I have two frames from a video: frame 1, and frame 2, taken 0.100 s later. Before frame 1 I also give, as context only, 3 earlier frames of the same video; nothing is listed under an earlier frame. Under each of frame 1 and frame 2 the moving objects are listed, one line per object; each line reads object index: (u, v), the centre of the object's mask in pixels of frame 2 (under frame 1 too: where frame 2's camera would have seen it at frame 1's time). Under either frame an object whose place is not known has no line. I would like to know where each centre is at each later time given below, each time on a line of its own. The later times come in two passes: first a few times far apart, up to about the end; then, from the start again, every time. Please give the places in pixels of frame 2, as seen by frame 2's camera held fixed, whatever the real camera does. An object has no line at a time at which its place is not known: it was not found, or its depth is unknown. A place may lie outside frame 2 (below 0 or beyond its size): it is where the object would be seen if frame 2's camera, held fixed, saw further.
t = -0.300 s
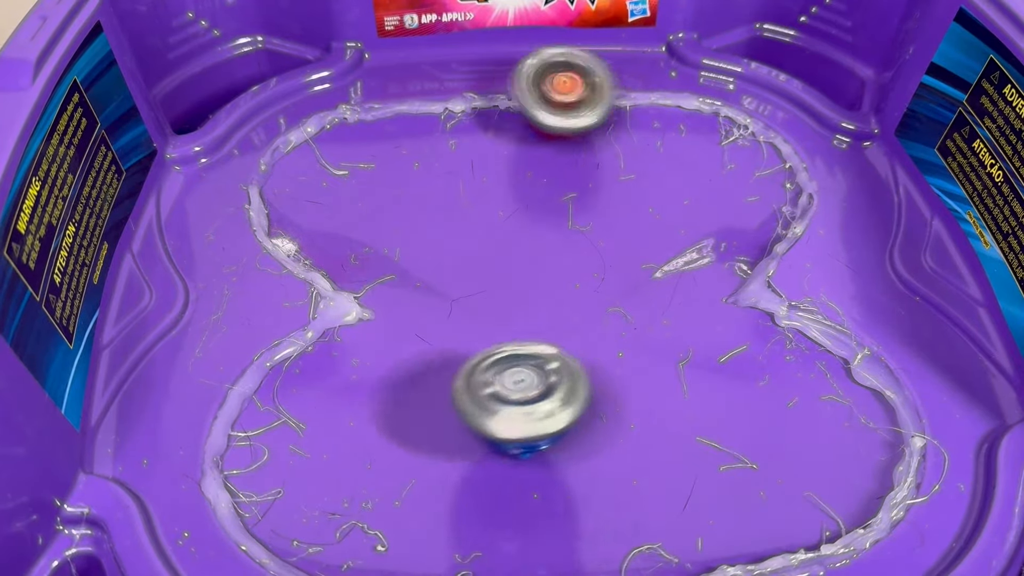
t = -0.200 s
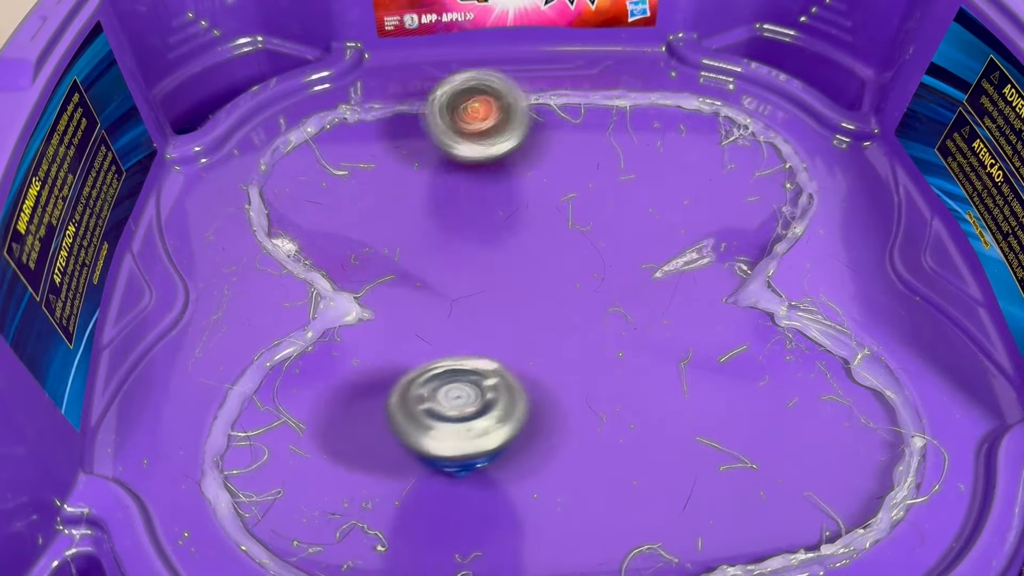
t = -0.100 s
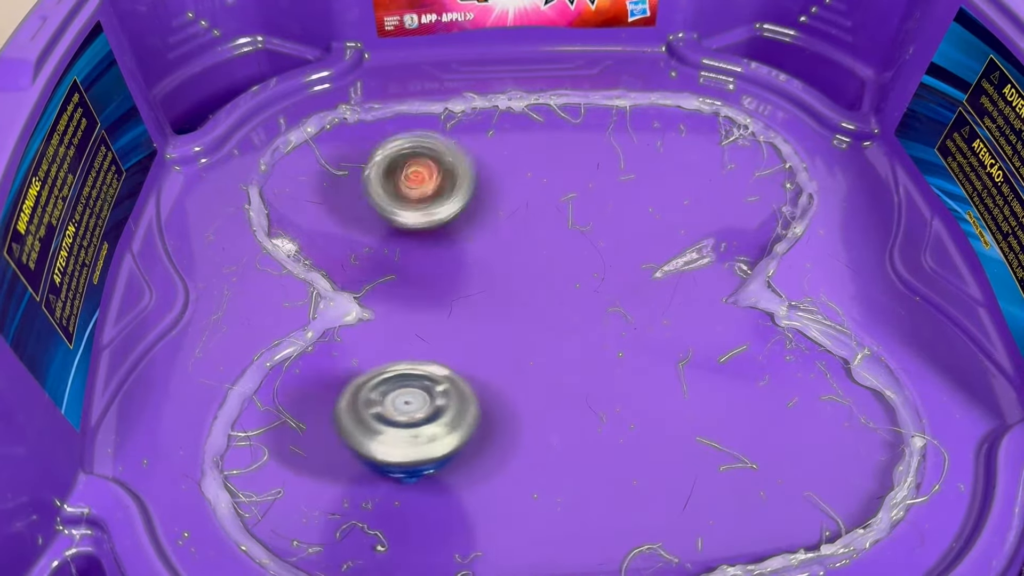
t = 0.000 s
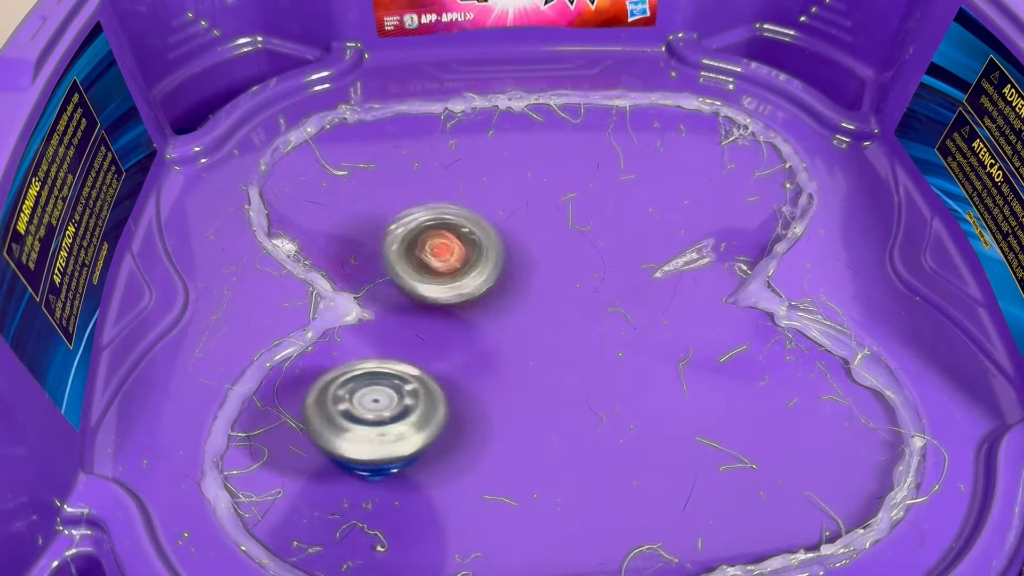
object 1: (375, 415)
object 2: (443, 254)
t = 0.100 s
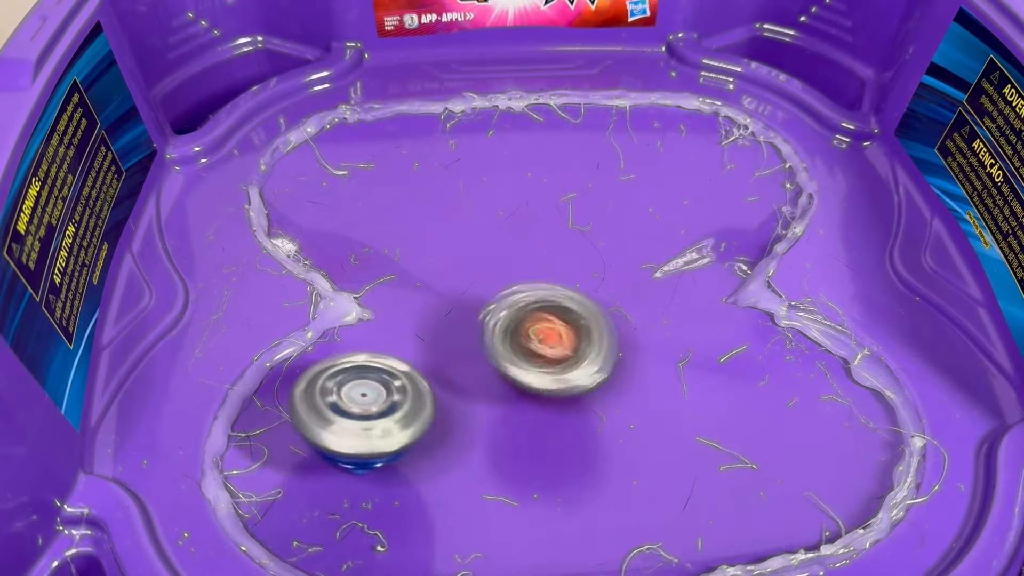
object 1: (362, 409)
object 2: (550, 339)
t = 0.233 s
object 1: (376, 403)
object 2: (773, 381)
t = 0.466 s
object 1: (433, 366)
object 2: (667, 292)
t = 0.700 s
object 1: (251, 422)
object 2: (708, 222)
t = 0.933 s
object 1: (554, 406)
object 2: (678, 95)
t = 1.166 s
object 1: (603, 210)
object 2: (439, 241)
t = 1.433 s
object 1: (526, 95)
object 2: (504, 503)
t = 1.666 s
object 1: (426, 158)
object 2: (775, 389)
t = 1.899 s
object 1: (468, 240)
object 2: (581, 207)
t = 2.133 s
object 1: (312, 507)
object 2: (685, 84)
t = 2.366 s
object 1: (767, 361)
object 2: (664, 213)
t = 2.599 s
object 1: (789, 441)
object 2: (514, 175)
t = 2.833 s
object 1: (731, 416)
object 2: (320, 135)
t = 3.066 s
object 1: (616, 297)
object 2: (362, 207)
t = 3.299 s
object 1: (457, 270)
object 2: (518, 150)
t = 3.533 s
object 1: (444, 293)
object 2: (591, 157)
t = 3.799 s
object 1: (532, 333)
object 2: (726, 192)
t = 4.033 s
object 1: (615, 259)
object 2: (659, 170)
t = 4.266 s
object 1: (611, 284)
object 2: (525, 167)
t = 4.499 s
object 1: (593, 325)
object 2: (456, 268)
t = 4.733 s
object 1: (697, 360)
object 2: (441, 404)
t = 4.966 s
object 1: (692, 355)
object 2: (407, 428)
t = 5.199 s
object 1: (619, 336)
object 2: (407, 355)
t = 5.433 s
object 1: (805, 356)
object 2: (370, 278)
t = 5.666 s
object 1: (842, 370)
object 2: (525, 352)
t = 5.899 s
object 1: (752, 435)
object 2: (600, 319)
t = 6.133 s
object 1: (703, 428)
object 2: (540, 293)
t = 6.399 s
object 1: (548, 347)
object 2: (472, 250)
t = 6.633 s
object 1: (262, 452)
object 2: (605, 111)
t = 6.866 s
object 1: (204, 402)
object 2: (678, 194)
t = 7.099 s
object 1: (321, 360)
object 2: (603, 288)
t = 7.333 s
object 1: (557, 417)
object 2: (586, 291)
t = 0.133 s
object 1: (362, 407)
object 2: (597, 360)
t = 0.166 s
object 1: (365, 406)
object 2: (653, 375)
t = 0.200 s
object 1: (369, 405)
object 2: (714, 383)
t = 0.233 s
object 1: (376, 403)
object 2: (773, 381)
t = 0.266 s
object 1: (384, 401)
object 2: (821, 369)
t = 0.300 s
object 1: (394, 399)
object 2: (857, 349)
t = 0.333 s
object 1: (401, 395)
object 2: (852, 333)
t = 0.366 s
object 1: (411, 390)
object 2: (810, 319)
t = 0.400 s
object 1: (420, 383)
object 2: (764, 306)
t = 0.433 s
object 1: (426, 375)
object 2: (714, 296)
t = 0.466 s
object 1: (433, 366)
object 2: (667, 292)
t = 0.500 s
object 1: (439, 358)
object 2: (625, 289)
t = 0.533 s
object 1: (444, 350)
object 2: (588, 287)
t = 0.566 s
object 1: (445, 342)
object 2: (559, 288)
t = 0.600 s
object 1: (362, 354)
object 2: (603, 272)
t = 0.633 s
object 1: (277, 365)
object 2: (647, 255)
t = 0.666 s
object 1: (242, 383)
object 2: (683, 239)
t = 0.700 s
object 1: (251, 422)
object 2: (708, 222)
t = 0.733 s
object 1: (280, 470)
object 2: (731, 203)
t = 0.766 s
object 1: (337, 490)
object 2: (752, 184)
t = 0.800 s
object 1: (394, 491)
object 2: (767, 159)
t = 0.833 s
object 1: (445, 480)
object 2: (766, 133)
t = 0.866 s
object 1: (488, 461)
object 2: (747, 113)
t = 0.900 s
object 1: (525, 435)
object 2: (715, 99)
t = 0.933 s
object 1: (554, 406)
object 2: (678, 95)
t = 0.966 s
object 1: (576, 376)
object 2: (639, 100)
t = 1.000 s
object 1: (591, 347)
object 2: (601, 112)
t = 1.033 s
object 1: (601, 317)
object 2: (562, 132)
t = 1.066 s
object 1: (606, 289)
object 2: (525, 155)
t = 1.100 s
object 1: (608, 263)
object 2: (489, 183)
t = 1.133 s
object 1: (606, 236)
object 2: (461, 212)
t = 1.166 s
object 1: (603, 210)
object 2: (439, 241)
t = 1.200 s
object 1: (599, 187)
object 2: (428, 269)
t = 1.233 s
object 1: (592, 165)
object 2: (425, 304)
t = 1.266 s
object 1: (584, 147)
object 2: (423, 346)
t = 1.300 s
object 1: (575, 130)
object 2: (420, 387)
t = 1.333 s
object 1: (564, 115)
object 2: (425, 425)
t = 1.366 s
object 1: (553, 105)
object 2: (439, 456)
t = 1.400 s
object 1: (541, 98)
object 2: (467, 483)
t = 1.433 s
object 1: (526, 95)
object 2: (504, 503)
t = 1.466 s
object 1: (510, 97)
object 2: (551, 510)
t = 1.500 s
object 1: (493, 102)
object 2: (607, 510)
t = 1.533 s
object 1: (477, 110)
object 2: (661, 500)
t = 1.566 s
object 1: (461, 120)
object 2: (710, 480)
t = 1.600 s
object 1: (447, 131)
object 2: (745, 456)
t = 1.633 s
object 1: (435, 144)
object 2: (767, 426)
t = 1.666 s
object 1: (426, 158)
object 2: (775, 389)
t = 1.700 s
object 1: (418, 170)
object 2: (769, 352)
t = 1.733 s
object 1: (416, 184)
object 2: (751, 319)
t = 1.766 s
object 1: (417, 197)
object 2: (721, 293)
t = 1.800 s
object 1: (423, 209)
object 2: (686, 272)
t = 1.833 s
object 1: (435, 221)
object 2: (649, 252)
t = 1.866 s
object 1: (450, 231)
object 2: (613, 230)
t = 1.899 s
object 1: (468, 240)
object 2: (581, 207)
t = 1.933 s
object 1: (433, 255)
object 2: (587, 175)
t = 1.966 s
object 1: (364, 280)
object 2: (621, 146)
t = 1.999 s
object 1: (305, 306)
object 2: (645, 119)
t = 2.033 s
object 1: (245, 347)
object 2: (665, 98)
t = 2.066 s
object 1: (216, 399)
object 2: (679, 83)
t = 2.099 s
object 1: (248, 456)
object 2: (686, 77)
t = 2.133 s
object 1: (312, 507)
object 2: (685, 84)
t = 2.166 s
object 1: (394, 501)
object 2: (678, 101)
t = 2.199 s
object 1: (477, 498)
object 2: (673, 118)
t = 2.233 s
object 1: (556, 482)
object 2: (667, 139)
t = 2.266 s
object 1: (618, 457)
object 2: (664, 158)
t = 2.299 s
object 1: (679, 427)
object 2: (662, 179)
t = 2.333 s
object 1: (726, 395)
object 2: (662, 195)
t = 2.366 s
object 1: (767, 361)
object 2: (664, 213)
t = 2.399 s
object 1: (794, 326)
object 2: (664, 224)
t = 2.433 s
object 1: (811, 293)
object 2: (661, 233)
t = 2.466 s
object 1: (800, 274)
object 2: (653, 241)
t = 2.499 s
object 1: (757, 282)
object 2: (644, 247)
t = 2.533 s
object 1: (769, 315)
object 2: (601, 227)
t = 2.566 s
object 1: (783, 385)
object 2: (556, 197)
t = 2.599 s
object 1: (789, 441)
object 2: (514, 175)
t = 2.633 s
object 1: (790, 482)
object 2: (478, 155)
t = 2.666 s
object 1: (787, 494)
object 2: (445, 140)
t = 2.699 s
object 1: (782, 482)
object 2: (413, 132)
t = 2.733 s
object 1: (770, 483)
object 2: (387, 128)
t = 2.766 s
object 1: (757, 463)
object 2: (362, 129)
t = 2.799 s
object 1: (744, 441)
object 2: (340, 133)
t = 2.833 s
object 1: (731, 416)
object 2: (320, 135)
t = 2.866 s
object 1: (718, 390)
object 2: (303, 140)
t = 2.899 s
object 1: (706, 369)
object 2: (290, 147)
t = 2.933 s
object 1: (692, 348)
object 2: (283, 159)
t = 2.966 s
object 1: (676, 329)
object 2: (293, 175)
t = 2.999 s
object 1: (658, 316)
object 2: (311, 191)
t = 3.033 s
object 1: (638, 305)
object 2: (333, 202)
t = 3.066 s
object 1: (616, 297)
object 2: (362, 207)
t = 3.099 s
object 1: (594, 291)
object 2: (395, 209)
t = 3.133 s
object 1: (572, 288)
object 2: (425, 204)
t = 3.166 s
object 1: (546, 283)
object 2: (451, 195)
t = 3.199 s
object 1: (520, 279)
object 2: (472, 184)
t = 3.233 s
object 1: (496, 274)
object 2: (488, 173)
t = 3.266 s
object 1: (474, 272)
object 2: (504, 161)
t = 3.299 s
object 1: (457, 270)
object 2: (518, 150)
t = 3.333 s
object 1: (445, 270)
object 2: (528, 142)
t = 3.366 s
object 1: (437, 272)
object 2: (539, 137)
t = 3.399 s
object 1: (431, 275)
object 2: (548, 134)
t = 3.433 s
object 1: (428, 278)
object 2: (556, 136)
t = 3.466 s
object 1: (430, 282)
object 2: (566, 141)
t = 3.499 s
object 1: (436, 287)
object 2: (577, 147)
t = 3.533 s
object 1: (444, 293)
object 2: (591, 157)
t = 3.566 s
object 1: (453, 298)
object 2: (606, 167)
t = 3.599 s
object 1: (464, 306)
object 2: (623, 178)
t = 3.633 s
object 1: (477, 315)
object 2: (642, 190)
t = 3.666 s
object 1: (490, 324)
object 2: (663, 198)
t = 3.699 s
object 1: (501, 330)
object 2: (681, 202)
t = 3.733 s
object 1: (513, 334)
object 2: (698, 200)
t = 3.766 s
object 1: (523, 335)
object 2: (712, 196)
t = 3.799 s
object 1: (532, 333)
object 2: (726, 192)
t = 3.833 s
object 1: (539, 328)
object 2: (739, 186)
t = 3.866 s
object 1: (548, 320)
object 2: (745, 179)
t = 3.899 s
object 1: (558, 309)
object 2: (740, 174)
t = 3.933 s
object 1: (570, 298)
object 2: (730, 168)
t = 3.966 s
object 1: (585, 286)
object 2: (711, 166)
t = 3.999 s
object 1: (601, 273)
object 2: (687, 166)
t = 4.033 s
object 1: (615, 259)
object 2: (659, 170)
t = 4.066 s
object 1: (624, 251)
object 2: (638, 167)
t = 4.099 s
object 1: (619, 261)
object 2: (624, 160)
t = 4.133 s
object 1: (613, 268)
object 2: (608, 156)
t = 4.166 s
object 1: (608, 272)
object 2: (589, 154)
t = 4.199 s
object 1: (606, 274)
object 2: (567, 156)
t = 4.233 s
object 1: (609, 279)
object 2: (545, 161)
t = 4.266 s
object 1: (611, 284)
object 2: (525, 167)
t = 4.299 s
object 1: (612, 290)
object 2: (504, 179)
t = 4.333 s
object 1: (610, 296)
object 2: (488, 191)
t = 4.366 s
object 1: (607, 303)
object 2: (472, 206)
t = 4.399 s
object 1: (602, 309)
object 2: (461, 221)
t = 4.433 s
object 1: (598, 315)
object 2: (454, 236)
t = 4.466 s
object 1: (595, 320)
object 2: (453, 253)
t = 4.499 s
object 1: (593, 325)
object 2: (456, 268)
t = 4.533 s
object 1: (593, 330)
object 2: (459, 291)
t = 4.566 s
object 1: (597, 335)
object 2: (461, 313)
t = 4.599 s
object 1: (602, 342)
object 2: (462, 339)
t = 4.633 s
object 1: (610, 349)
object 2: (472, 360)
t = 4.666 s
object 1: (631, 356)
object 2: (474, 376)
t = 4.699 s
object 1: (668, 359)
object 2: (456, 390)
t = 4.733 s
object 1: (697, 360)
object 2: (441, 404)
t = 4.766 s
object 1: (715, 358)
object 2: (428, 416)
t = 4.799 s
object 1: (724, 356)
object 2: (416, 428)
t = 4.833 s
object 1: (726, 355)
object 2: (410, 436)
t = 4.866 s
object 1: (724, 354)
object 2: (407, 439)
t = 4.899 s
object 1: (716, 355)
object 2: (406, 439)
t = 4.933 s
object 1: (704, 355)
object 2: (407, 435)
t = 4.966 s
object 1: (692, 355)
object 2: (407, 428)
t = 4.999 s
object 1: (679, 353)
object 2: (406, 419)
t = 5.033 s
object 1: (666, 351)
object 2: (410, 405)
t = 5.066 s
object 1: (655, 348)
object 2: (410, 392)
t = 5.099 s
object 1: (644, 345)
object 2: (409, 379)
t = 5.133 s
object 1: (634, 342)
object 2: (407, 369)
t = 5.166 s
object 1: (626, 339)
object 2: (406, 360)
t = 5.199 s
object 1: (619, 336)
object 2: (407, 355)
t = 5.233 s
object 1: (614, 334)
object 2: (410, 353)
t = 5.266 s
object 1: (608, 332)
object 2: (418, 353)
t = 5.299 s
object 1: (603, 330)
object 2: (431, 352)
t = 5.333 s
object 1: (599, 329)
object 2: (452, 348)
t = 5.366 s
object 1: (621, 326)
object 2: (456, 337)
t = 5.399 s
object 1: (706, 331)
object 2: (409, 318)
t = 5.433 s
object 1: (805, 356)
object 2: (370, 278)
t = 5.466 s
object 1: (876, 364)
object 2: (355, 266)
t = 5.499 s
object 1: (922, 363)
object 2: (354, 274)
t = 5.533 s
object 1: (926, 360)
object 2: (373, 291)
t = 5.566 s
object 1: (917, 363)
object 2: (408, 307)
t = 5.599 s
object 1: (898, 365)
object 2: (448, 327)
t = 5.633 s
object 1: (874, 363)
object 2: (488, 341)
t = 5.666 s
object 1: (842, 370)
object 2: (525, 352)
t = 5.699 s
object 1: (802, 371)
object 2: (568, 371)
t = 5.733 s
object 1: (764, 376)
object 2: (609, 372)
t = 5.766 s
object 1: (736, 378)
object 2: (629, 369)
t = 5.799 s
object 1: (742, 392)
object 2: (629, 348)
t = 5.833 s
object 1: (748, 412)
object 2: (622, 334)
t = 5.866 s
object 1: (752, 426)
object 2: (612, 327)
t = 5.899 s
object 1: (752, 435)
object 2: (600, 319)
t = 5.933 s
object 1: (752, 442)
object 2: (588, 308)
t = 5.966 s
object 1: (748, 444)
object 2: (582, 304)
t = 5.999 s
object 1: (743, 443)
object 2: (574, 298)
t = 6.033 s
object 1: (736, 443)
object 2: (566, 302)
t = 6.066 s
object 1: (728, 438)
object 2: (557, 297)
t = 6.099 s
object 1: (717, 435)
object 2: (546, 294)
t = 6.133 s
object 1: (703, 428)
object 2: (540, 293)
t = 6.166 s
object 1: (687, 418)
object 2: (528, 291)
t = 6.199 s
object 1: (671, 409)
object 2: (511, 285)
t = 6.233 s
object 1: (653, 400)
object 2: (500, 282)
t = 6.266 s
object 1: (632, 378)
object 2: (491, 280)
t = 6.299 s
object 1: (614, 383)
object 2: (486, 274)
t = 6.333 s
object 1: (592, 375)
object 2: (479, 264)
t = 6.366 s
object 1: (569, 367)
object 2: (476, 256)
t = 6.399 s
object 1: (548, 347)
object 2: (472, 250)
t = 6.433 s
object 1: (523, 340)
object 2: (469, 246)
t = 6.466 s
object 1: (497, 330)
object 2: (469, 245)
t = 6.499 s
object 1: (452, 349)
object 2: (477, 236)
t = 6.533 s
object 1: (376, 393)
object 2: (512, 203)
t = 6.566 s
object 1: (302, 433)
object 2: (545, 172)
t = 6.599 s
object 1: (267, 446)
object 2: (578, 134)
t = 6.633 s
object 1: (262, 452)
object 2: (605, 111)
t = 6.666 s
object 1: (254, 456)
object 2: (631, 104)
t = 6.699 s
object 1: (245, 458)
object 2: (655, 107)
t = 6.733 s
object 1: (231, 453)
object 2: (674, 124)
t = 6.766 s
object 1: (218, 444)
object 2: (686, 142)
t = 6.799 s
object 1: (209, 431)
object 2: (691, 160)
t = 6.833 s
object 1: (204, 416)
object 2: (688, 176)
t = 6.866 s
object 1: (204, 402)
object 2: (678, 194)
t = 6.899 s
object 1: (207, 387)
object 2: (666, 211)
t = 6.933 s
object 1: (215, 371)
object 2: (651, 227)
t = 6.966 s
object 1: (227, 356)
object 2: (634, 241)
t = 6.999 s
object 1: (243, 345)
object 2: (621, 256)
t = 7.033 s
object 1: (263, 339)
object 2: (614, 270)
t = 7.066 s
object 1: (287, 346)
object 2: (608, 280)
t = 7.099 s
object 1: (321, 360)
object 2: (603, 288)
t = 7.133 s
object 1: (357, 375)
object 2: (600, 294)
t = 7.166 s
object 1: (393, 389)
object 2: (597, 297)
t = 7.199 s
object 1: (432, 403)
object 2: (593, 297)
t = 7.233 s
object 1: (470, 411)
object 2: (591, 293)
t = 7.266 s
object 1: (503, 415)
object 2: (587, 292)
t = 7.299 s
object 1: (532, 416)
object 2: (586, 292)
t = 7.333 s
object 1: (557, 417)
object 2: (586, 291)
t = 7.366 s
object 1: (577, 419)
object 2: (586, 290)
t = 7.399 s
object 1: (597, 422)
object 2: (587, 289)
